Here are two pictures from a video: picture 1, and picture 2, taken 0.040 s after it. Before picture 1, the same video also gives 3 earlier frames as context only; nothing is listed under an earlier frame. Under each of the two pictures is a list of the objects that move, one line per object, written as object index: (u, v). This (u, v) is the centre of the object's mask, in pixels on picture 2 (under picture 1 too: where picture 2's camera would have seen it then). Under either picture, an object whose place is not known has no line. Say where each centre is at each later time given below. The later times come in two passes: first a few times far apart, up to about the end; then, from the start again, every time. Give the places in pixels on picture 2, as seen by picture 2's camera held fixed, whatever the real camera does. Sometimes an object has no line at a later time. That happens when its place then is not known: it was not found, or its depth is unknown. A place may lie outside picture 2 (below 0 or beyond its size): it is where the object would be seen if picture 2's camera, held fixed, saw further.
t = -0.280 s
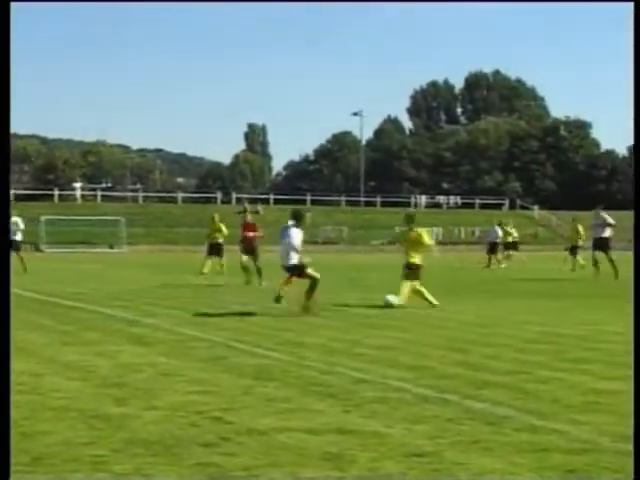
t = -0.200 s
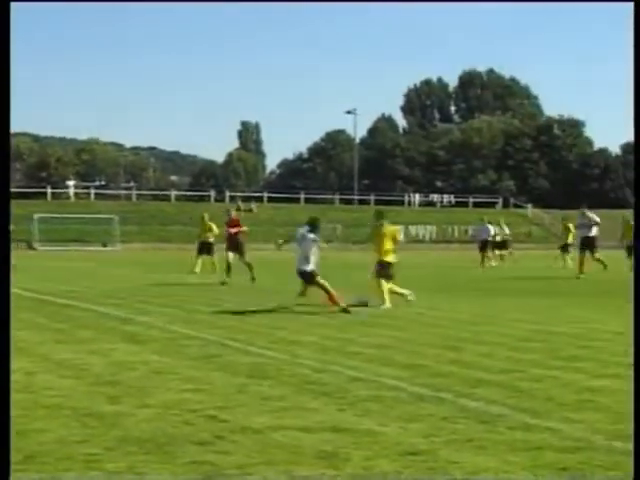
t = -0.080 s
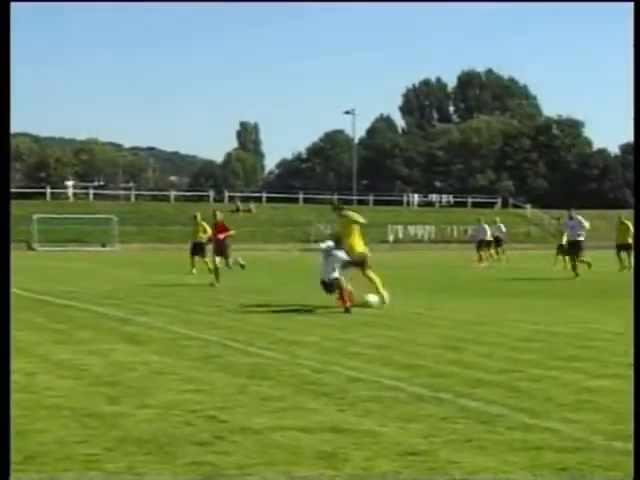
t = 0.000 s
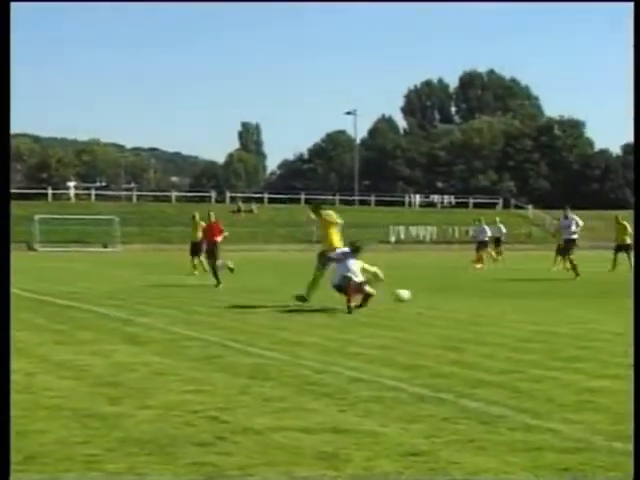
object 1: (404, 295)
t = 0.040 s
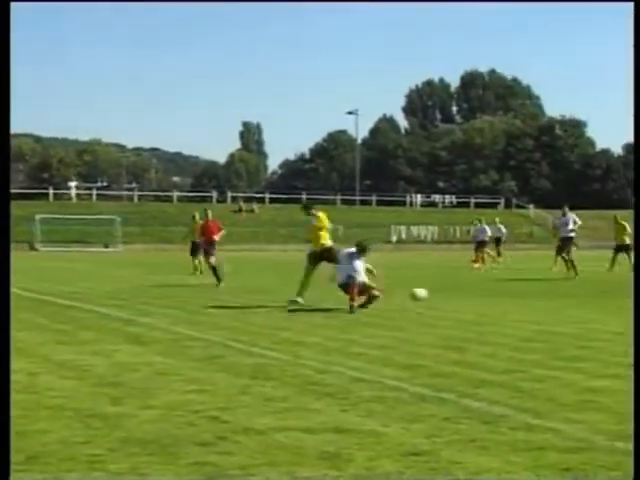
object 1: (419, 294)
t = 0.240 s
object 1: (497, 303)
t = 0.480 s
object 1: (573, 302)
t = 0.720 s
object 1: (646, 312)
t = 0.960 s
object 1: (718, 315)
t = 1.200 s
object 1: (790, 319)
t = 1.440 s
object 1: (859, 321)
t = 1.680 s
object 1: (928, 324)
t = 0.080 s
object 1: (435, 294)
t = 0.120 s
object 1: (450, 295)
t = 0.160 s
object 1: (465, 296)
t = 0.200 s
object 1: (480, 299)
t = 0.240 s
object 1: (497, 303)
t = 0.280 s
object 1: (512, 307)
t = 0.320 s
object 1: (525, 306)
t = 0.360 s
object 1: (537, 303)
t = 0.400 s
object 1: (549, 302)
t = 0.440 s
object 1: (561, 302)
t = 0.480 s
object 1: (573, 302)
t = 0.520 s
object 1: (585, 304)
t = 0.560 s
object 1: (597, 307)
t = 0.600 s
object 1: (609, 311)
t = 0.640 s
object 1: (621, 313)
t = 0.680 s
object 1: (633, 313)
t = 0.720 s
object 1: (646, 312)
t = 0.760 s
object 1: (658, 312)
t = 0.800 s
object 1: (670, 314)
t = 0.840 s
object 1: (682, 315)
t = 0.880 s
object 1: (695, 315)
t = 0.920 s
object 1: (707, 315)
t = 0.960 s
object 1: (718, 315)
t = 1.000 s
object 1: (731, 317)
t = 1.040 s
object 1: (742, 317)
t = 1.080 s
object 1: (754, 317)
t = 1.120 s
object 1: (765, 317)
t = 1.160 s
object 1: (778, 318)
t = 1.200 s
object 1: (790, 319)
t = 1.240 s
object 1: (802, 319)
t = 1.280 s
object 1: (813, 320)
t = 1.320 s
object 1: (824, 320)
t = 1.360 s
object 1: (835, 321)
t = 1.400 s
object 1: (847, 321)
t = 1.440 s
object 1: (859, 321)
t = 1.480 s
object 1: (871, 321)
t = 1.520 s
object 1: (882, 322)
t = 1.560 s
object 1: (893, 323)
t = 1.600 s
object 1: (904, 323)
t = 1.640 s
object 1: (916, 324)
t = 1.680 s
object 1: (928, 324)
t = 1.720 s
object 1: (938, 324)
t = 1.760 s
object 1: (949, 325)
